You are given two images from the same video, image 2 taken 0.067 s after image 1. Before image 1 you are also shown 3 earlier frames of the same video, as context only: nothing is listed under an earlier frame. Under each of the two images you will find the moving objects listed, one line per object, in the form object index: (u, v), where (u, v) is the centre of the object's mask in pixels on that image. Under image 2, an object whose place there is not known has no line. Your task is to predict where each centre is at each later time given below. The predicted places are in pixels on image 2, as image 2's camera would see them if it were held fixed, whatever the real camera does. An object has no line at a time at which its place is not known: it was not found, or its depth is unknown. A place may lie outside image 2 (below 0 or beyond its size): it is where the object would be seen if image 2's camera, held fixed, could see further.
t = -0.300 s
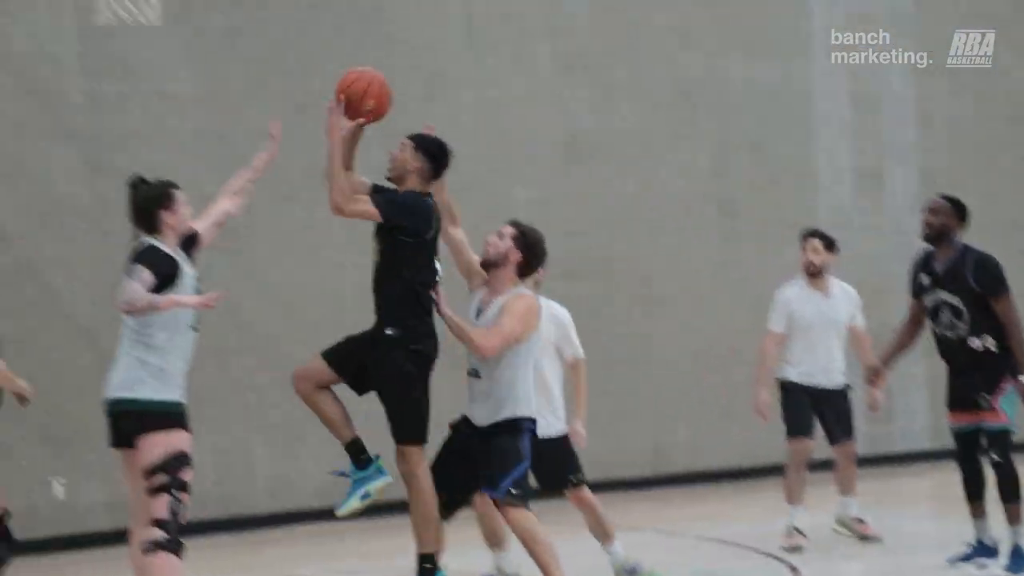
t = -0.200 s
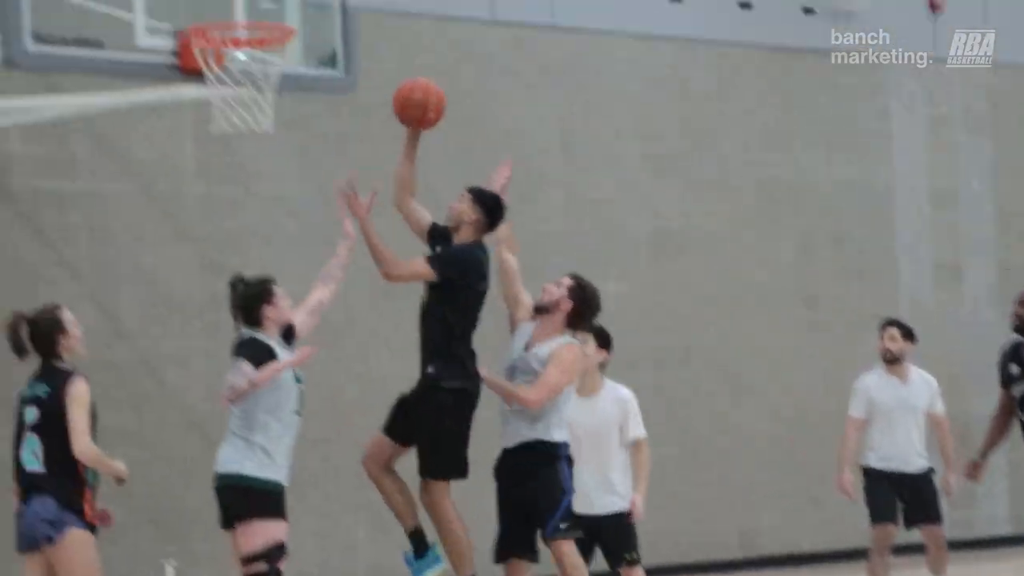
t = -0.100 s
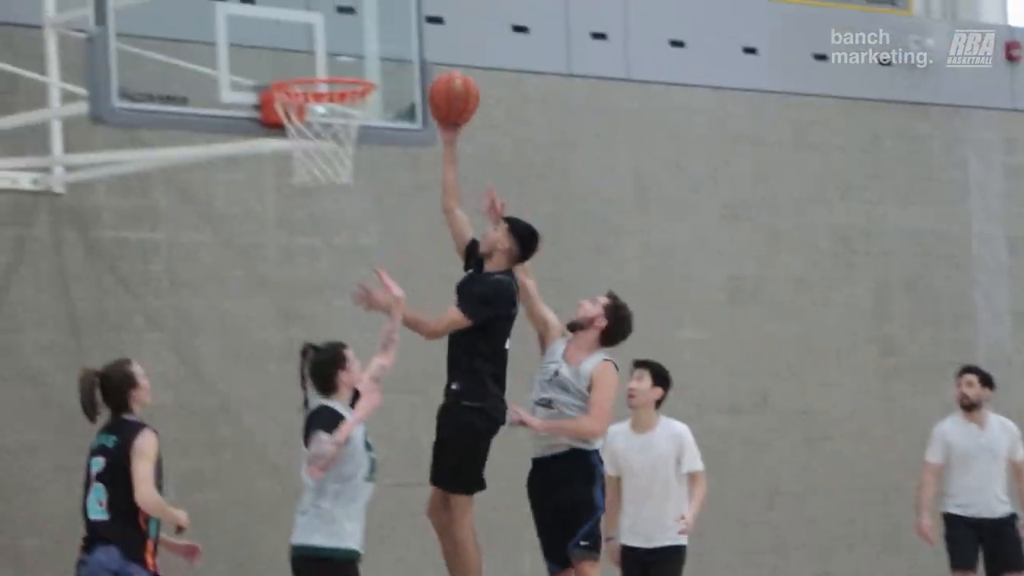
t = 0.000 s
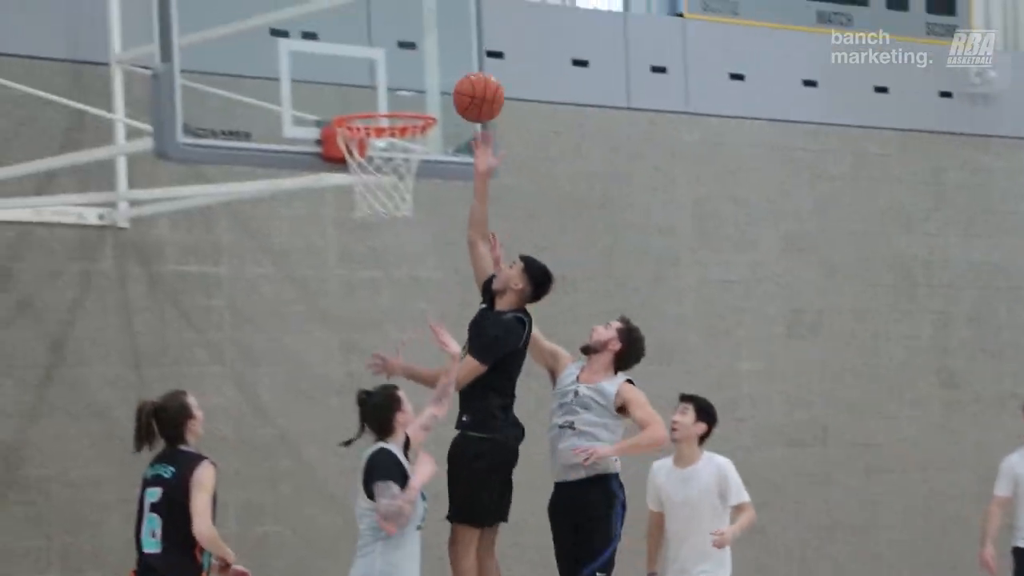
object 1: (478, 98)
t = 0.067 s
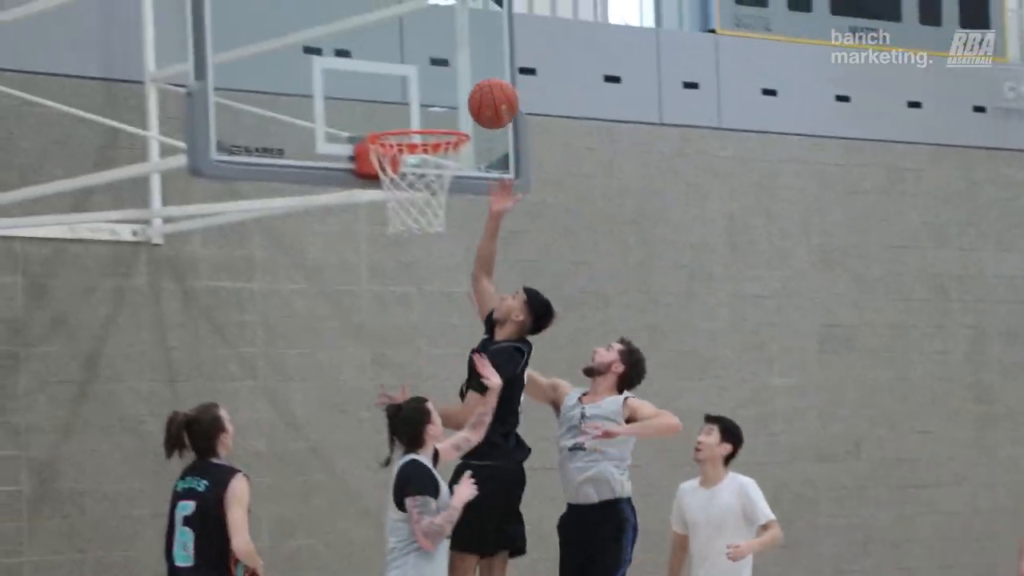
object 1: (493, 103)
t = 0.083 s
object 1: (488, 102)
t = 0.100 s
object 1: (484, 101)
